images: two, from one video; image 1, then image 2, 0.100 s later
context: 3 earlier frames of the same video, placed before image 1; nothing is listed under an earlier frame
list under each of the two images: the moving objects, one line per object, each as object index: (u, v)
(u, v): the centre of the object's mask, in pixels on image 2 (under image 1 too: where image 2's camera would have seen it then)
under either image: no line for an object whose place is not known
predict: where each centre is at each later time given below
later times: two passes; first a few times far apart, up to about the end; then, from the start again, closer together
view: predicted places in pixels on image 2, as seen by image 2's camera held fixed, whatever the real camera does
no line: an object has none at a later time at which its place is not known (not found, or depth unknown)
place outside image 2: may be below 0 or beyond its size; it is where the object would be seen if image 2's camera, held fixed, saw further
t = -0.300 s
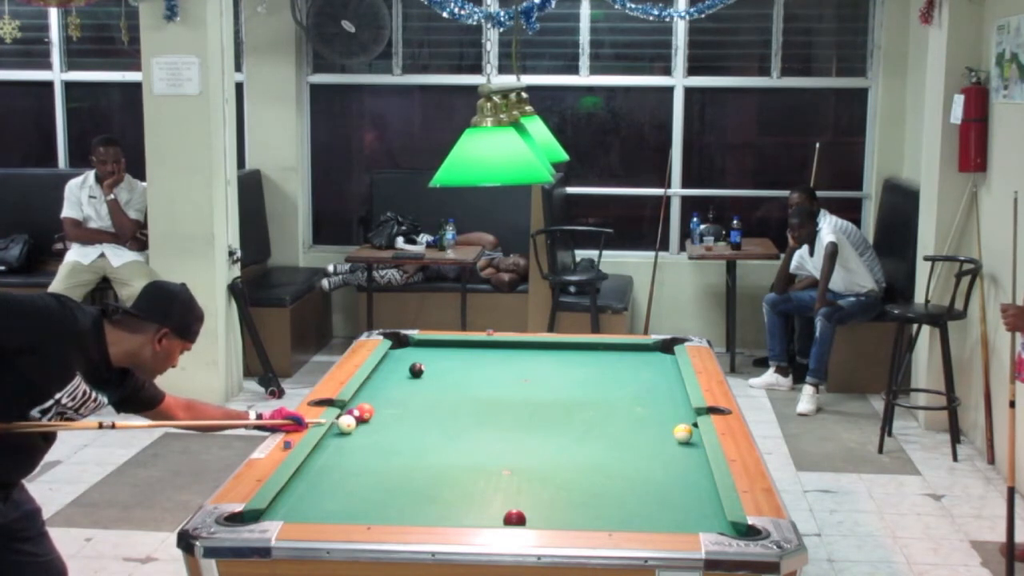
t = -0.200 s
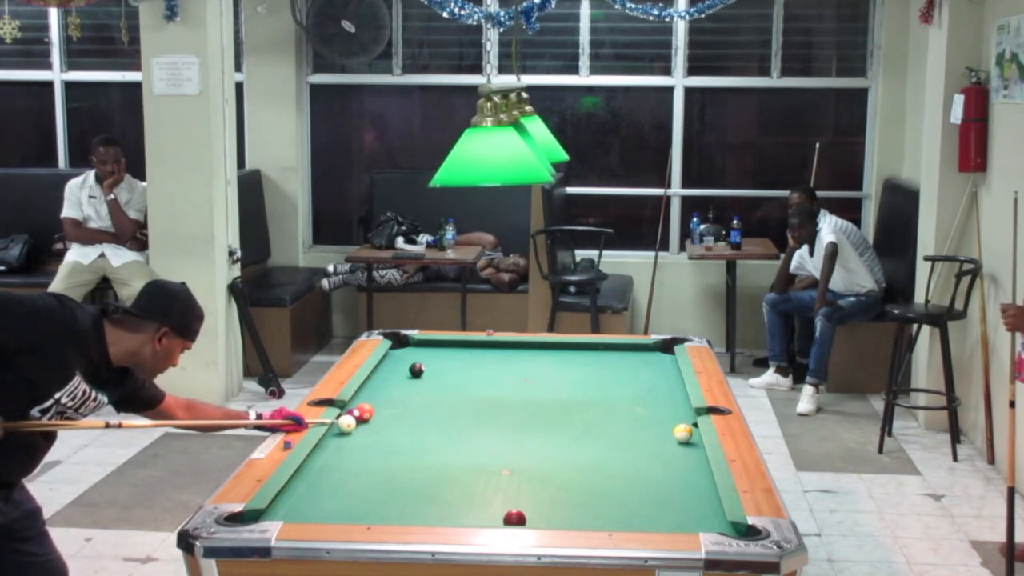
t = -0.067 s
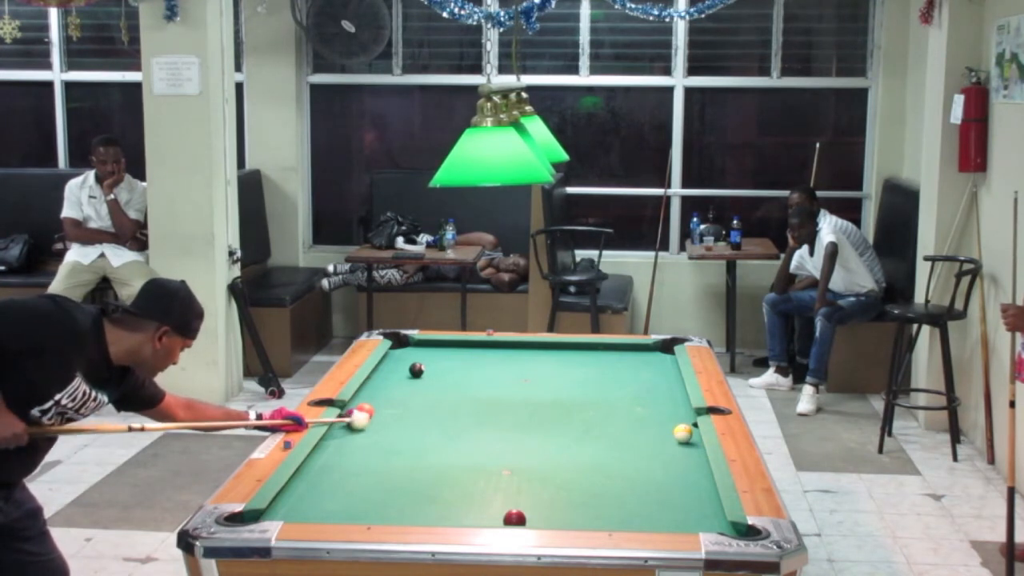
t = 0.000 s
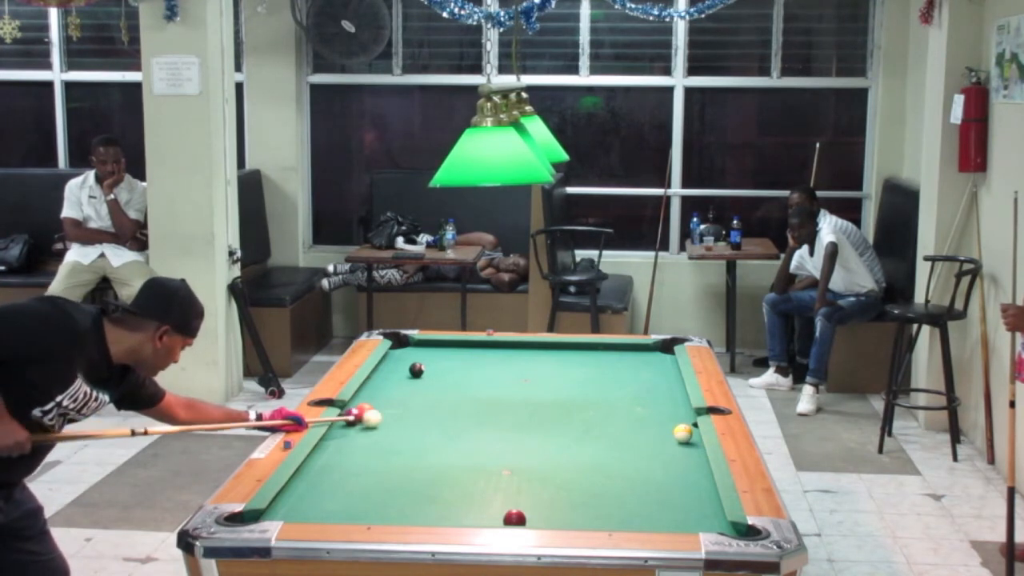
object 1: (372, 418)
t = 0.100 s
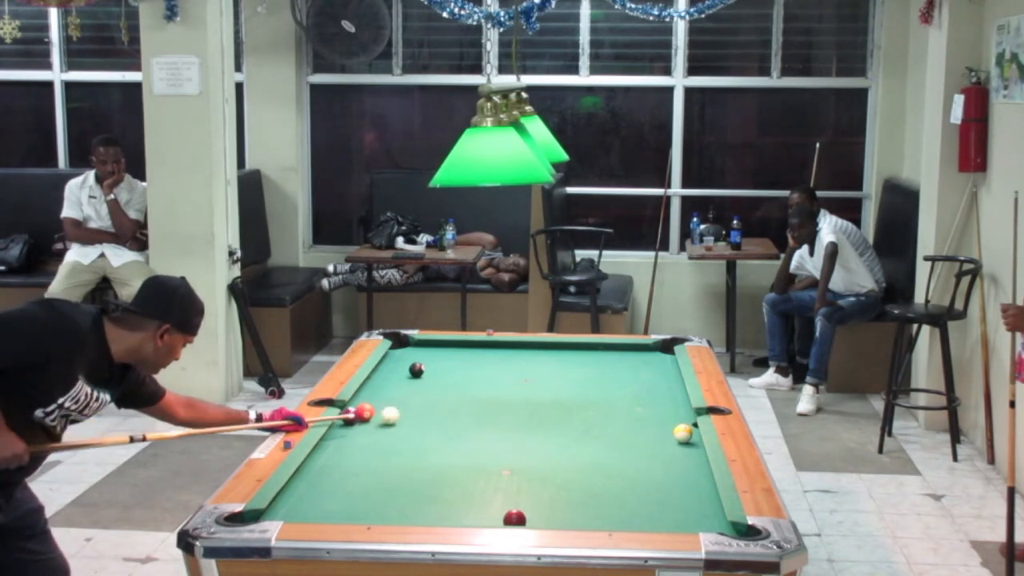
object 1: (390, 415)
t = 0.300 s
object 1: (424, 410)
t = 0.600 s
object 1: (470, 402)
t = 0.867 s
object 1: (508, 396)
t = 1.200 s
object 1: (552, 389)
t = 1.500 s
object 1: (587, 383)
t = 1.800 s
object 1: (619, 378)
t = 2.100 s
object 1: (648, 372)
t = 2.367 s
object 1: (671, 369)
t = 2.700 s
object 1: (656, 365)
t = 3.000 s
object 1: (645, 363)
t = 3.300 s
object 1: (635, 361)
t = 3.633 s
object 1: (626, 360)
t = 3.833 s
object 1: (622, 359)
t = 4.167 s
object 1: (616, 358)
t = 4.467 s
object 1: (612, 357)
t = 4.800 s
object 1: (611, 357)
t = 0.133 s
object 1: (395, 414)
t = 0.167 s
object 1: (401, 414)
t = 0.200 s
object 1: (407, 413)
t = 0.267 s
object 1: (418, 411)
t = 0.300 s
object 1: (424, 410)
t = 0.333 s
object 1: (429, 409)
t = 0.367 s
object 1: (434, 408)
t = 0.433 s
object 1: (445, 406)
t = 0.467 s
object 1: (450, 405)
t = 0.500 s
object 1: (455, 404)
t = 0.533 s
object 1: (460, 404)
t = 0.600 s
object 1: (470, 402)
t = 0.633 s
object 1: (475, 401)
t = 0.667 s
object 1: (480, 400)
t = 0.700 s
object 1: (485, 400)
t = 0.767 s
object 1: (494, 398)
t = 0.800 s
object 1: (499, 397)
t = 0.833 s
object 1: (504, 397)
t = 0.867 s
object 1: (508, 396)
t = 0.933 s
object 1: (517, 394)
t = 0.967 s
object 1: (522, 393)
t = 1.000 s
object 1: (526, 393)
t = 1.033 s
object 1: (531, 392)
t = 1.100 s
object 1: (539, 391)
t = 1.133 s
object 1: (543, 390)
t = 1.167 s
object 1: (547, 389)
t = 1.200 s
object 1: (552, 389)
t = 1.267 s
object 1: (559, 387)
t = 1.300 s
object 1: (564, 386)
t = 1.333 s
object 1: (567, 386)
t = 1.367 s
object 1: (572, 385)
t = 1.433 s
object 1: (579, 384)
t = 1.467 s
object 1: (583, 383)
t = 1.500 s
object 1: (587, 383)
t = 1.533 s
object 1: (590, 382)
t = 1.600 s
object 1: (598, 381)
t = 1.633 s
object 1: (601, 380)
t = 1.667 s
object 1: (605, 380)
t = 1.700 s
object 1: (609, 379)
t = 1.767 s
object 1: (615, 378)
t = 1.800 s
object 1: (619, 378)
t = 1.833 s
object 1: (622, 377)
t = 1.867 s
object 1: (626, 376)
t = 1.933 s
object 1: (632, 375)
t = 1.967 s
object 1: (635, 375)
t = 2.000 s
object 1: (639, 374)
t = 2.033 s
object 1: (642, 374)
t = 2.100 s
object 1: (648, 372)
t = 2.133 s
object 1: (652, 372)
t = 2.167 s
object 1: (654, 371)
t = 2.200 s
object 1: (657, 371)
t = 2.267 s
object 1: (663, 370)
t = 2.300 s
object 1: (666, 369)
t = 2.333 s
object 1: (669, 369)
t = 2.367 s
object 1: (671, 369)
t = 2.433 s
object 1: (669, 367)
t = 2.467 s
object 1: (667, 367)
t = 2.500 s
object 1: (665, 367)
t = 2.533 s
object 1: (664, 367)
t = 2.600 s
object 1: (661, 366)
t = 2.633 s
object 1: (659, 366)
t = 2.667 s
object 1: (658, 366)
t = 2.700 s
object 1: (656, 365)
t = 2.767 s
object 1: (654, 365)
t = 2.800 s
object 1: (652, 365)
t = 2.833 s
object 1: (651, 364)
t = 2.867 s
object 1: (650, 364)
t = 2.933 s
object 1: (647, 364)
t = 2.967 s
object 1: (646, 363)
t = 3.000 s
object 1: (645, 363)
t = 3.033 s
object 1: (644, 363)
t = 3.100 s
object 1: (641, 362)
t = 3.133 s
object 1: (640, 362)
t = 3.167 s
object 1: (639, 362)
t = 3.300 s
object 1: (635, 361)
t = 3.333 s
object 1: (634, 361)
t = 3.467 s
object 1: (630, 361)
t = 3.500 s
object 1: (629, 360)
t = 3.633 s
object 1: (626, 360)
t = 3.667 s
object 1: (626, 360)
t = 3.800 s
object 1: (622, 359)
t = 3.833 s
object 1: (622, 359)
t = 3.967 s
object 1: (619, 358)
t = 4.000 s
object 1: (619, 358)
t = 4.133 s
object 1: (616, 358)
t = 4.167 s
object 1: (616, 358)
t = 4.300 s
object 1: (614, 358)
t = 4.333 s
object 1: (614, 358)
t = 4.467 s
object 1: (612, 357)
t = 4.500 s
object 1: (612, 357)
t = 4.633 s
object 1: (611, 357)
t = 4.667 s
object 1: (611, 357)
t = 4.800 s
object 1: (611, 357)
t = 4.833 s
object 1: (611, 357)
